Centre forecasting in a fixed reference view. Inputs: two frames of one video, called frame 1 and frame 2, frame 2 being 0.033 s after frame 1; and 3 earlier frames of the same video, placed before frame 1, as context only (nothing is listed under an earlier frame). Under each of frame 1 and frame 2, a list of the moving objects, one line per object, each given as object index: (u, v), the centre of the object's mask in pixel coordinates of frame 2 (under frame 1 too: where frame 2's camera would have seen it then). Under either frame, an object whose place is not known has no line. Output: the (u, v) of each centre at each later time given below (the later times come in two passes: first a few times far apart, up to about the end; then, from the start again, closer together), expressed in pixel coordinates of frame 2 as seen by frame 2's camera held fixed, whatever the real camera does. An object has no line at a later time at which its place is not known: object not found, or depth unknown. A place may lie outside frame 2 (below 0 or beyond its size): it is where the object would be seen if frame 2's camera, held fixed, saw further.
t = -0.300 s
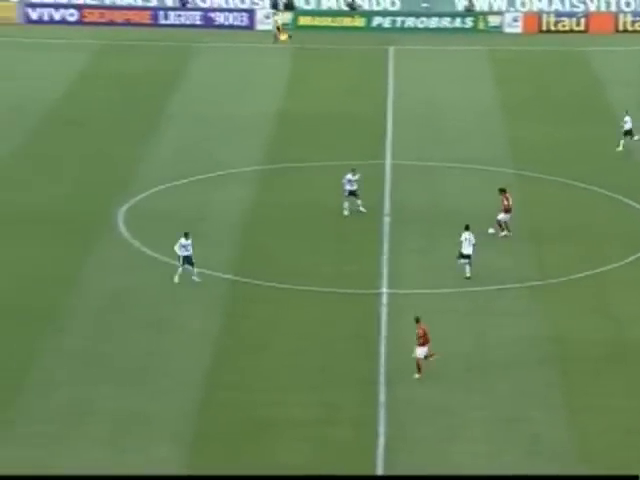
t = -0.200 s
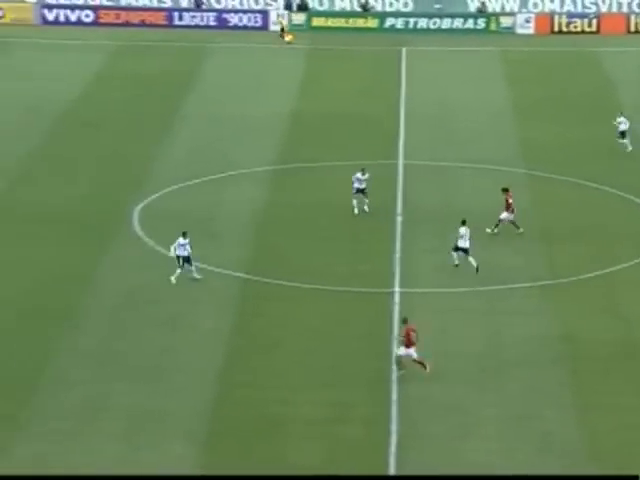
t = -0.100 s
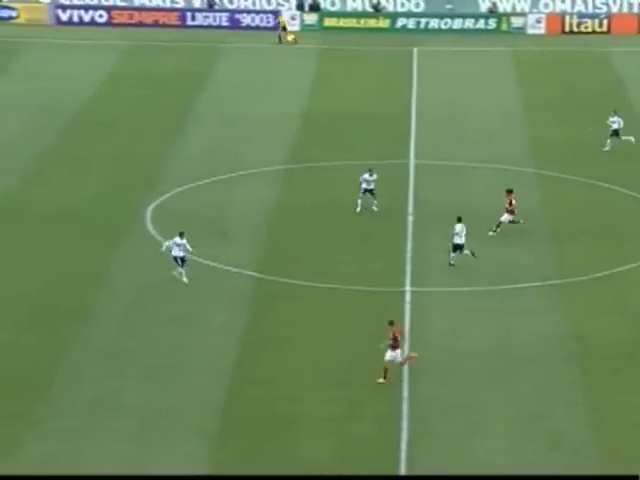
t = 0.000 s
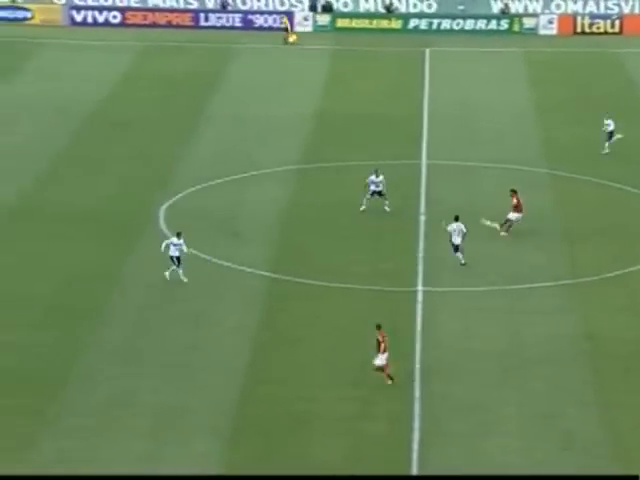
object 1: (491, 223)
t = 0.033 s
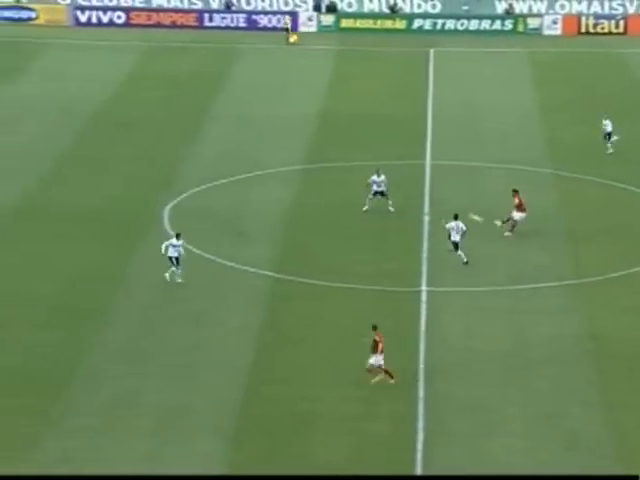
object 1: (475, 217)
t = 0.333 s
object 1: (336, 179)
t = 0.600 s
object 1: (219, 163)
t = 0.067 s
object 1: (459, 212)
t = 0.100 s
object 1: (443, 207)
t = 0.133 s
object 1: (429, 203)
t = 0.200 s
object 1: (397, 194)
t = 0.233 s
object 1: (382, 190)
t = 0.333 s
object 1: (336, 179)
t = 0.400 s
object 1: (307, 174)
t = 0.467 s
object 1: (278, 169)
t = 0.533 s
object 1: (249, 166)
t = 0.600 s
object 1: (219, 163)
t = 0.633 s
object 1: (205, 162)
